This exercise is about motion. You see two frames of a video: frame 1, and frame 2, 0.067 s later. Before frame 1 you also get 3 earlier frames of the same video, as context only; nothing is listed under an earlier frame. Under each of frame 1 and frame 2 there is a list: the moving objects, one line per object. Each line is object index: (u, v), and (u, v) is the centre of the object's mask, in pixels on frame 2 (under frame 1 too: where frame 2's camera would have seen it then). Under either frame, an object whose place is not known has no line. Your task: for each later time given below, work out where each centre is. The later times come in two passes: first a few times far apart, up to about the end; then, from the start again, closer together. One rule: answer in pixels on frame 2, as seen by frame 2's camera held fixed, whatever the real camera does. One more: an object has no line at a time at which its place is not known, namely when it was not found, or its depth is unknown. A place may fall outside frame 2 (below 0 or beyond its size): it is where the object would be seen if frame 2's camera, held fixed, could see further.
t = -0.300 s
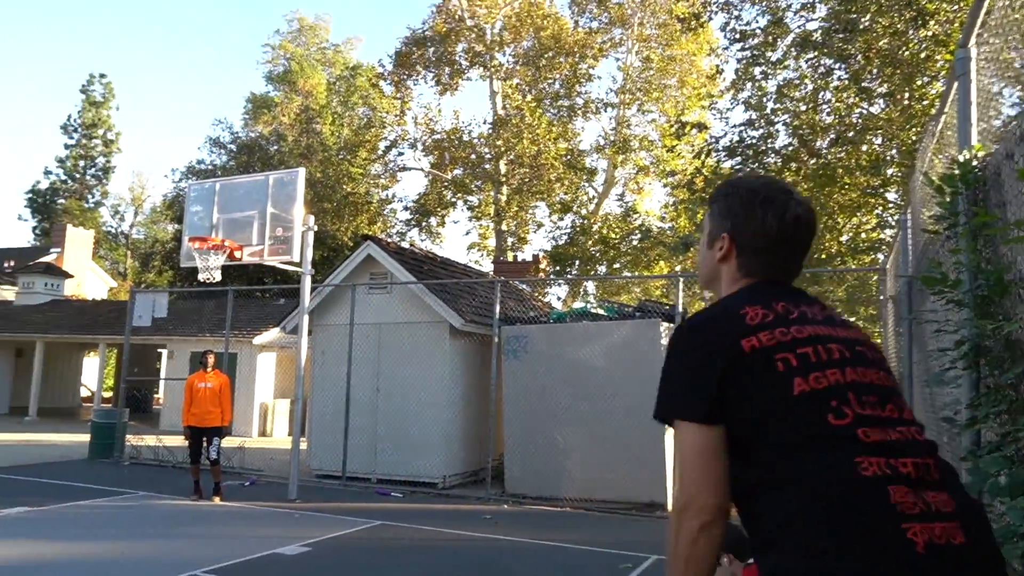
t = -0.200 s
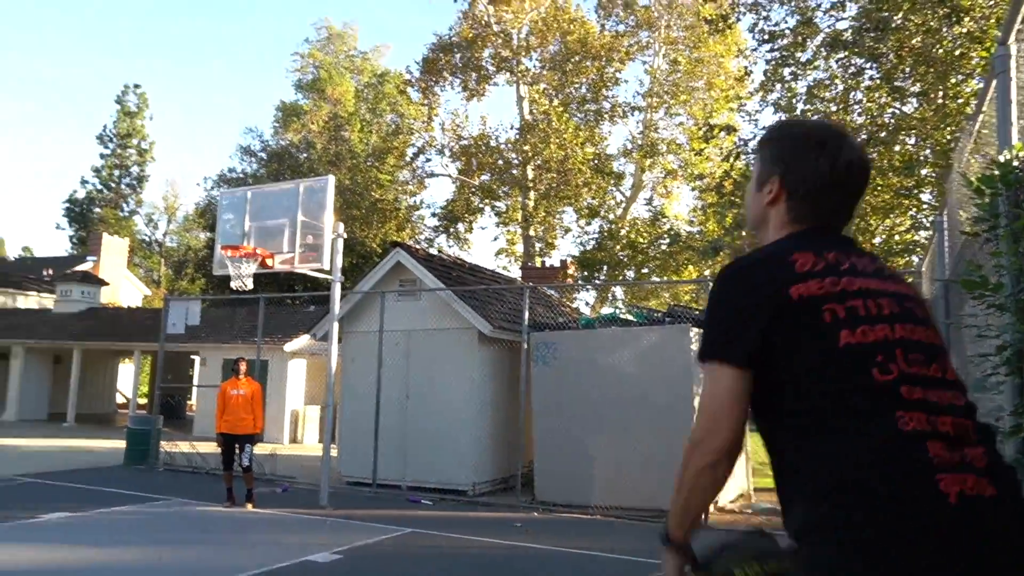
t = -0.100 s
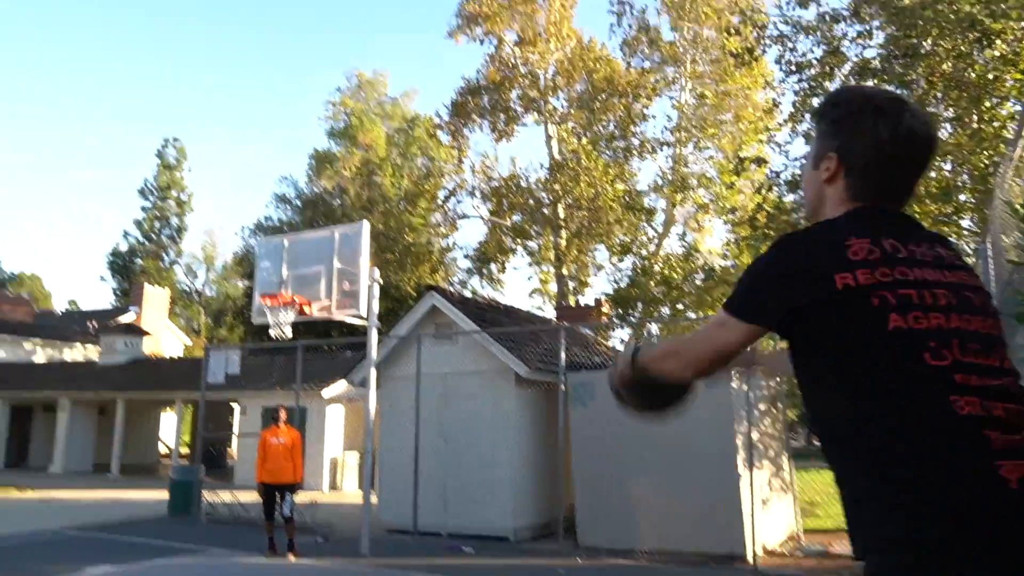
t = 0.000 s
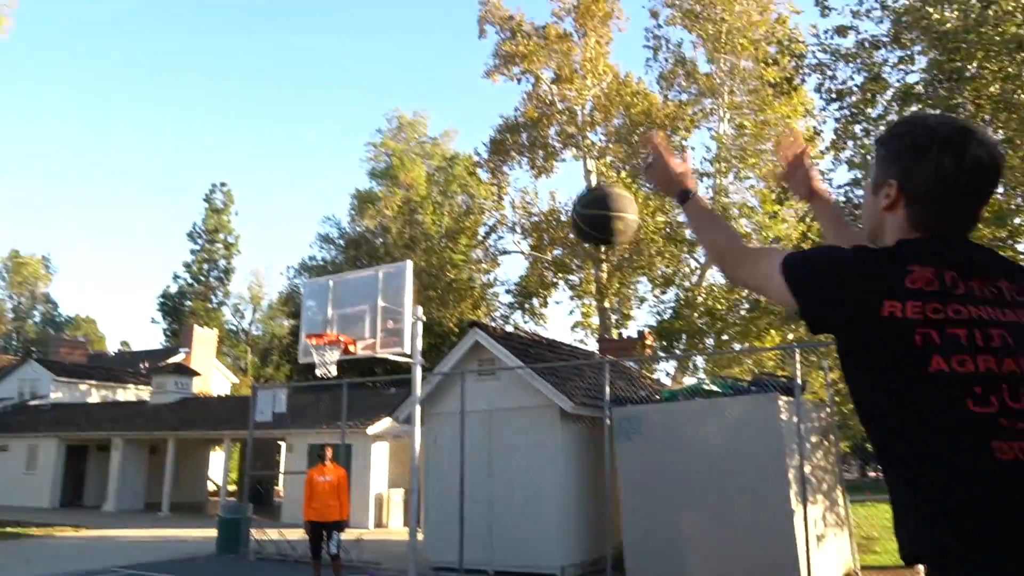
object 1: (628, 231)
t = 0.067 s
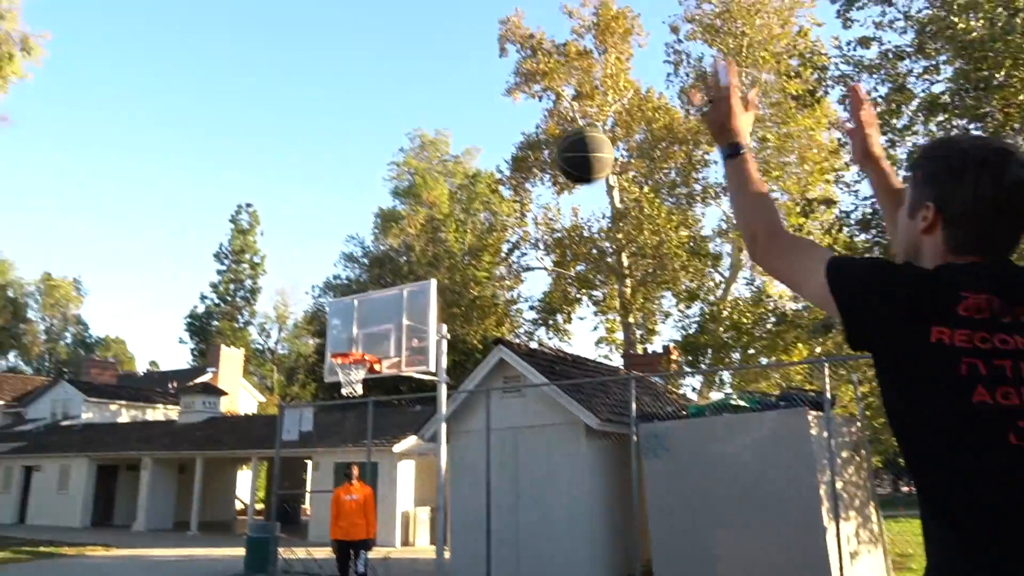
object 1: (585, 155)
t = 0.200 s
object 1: (528, 76)
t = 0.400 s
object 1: (475, 40)
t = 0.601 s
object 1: (441, 56)
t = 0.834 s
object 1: (413, 112)
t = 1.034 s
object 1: (393, 185)
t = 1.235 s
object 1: (375, 274)
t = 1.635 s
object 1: (336, 269)
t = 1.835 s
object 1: (314, 239)
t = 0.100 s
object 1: (568, 129)
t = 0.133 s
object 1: (553, 107)
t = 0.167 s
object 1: (540, 90)
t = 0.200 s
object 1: (528, 76)
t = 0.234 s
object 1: (516, 65)
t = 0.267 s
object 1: (507, 56)
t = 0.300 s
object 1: (497, 49)
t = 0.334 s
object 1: (489, 45)
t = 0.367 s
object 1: (482, 42)
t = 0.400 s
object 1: (475, 40)
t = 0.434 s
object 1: (468, 40)
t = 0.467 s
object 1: (462, 41)
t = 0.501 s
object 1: (456, 44)
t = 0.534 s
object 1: (451, 47)
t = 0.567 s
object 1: (446, 51)
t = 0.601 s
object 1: (441, 56)
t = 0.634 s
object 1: (437, 62)
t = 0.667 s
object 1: (432, 68)
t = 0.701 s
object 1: (428, 76)
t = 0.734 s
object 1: (424, 84)
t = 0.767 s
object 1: (420, 93)
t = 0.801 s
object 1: (416, 102)
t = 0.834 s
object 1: (413, 112)
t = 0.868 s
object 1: (409, 123)
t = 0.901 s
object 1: (405, 134)
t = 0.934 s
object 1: (402, 146)
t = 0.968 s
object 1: (398, 159)
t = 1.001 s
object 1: (396, 172)
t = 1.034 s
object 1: (393, 185)
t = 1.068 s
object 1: (390, 199)
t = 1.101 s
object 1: (387, 213)
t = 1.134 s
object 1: (383, 228)
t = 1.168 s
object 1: (381, 243)
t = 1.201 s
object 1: (378, 259)
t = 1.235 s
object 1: (375, 274)
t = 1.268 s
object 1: (373, 292)
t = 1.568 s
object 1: (343, 287)
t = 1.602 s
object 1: (340, 278)
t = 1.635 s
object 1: (336, 269)
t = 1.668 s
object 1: (332, 262)
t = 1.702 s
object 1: (330, 256)
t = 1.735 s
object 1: (325, 250)
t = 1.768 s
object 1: (322, 246)
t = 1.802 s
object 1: (318, 242)
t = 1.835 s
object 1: (314, 239)
